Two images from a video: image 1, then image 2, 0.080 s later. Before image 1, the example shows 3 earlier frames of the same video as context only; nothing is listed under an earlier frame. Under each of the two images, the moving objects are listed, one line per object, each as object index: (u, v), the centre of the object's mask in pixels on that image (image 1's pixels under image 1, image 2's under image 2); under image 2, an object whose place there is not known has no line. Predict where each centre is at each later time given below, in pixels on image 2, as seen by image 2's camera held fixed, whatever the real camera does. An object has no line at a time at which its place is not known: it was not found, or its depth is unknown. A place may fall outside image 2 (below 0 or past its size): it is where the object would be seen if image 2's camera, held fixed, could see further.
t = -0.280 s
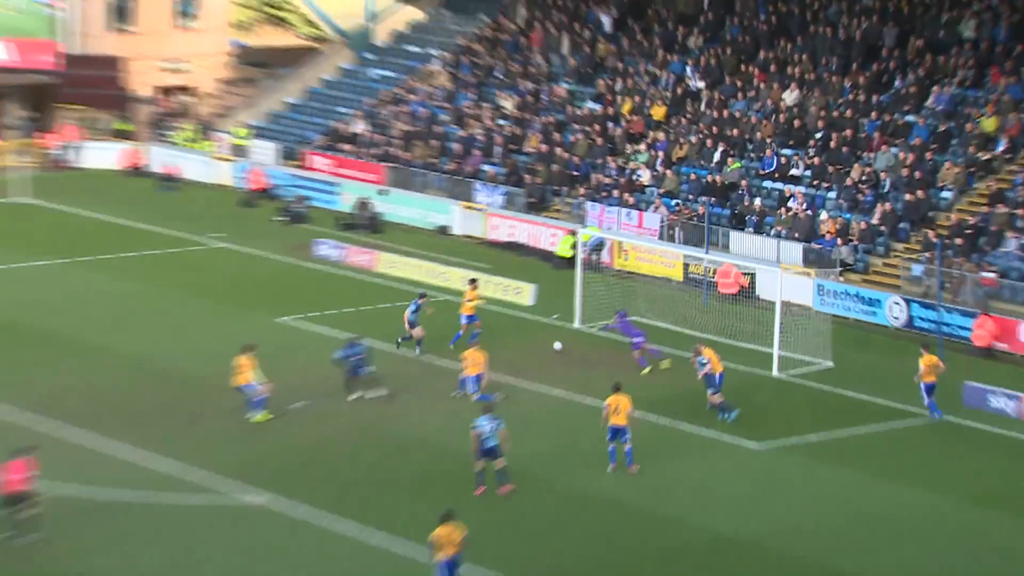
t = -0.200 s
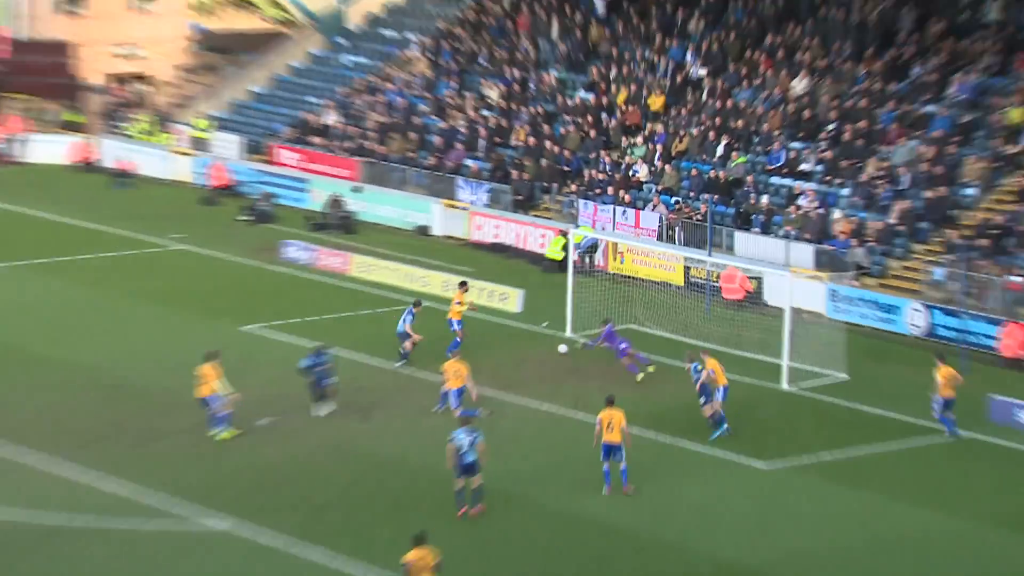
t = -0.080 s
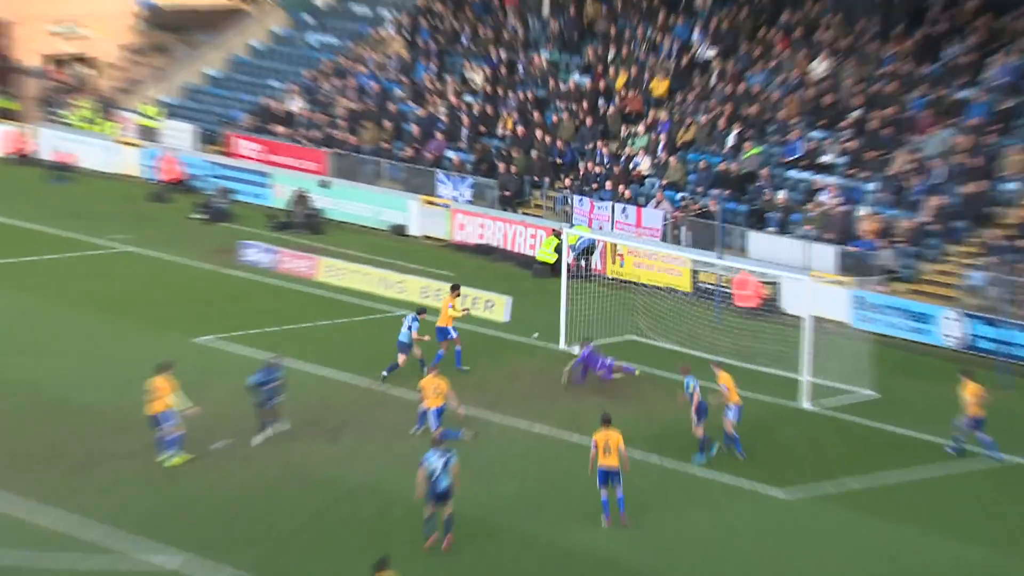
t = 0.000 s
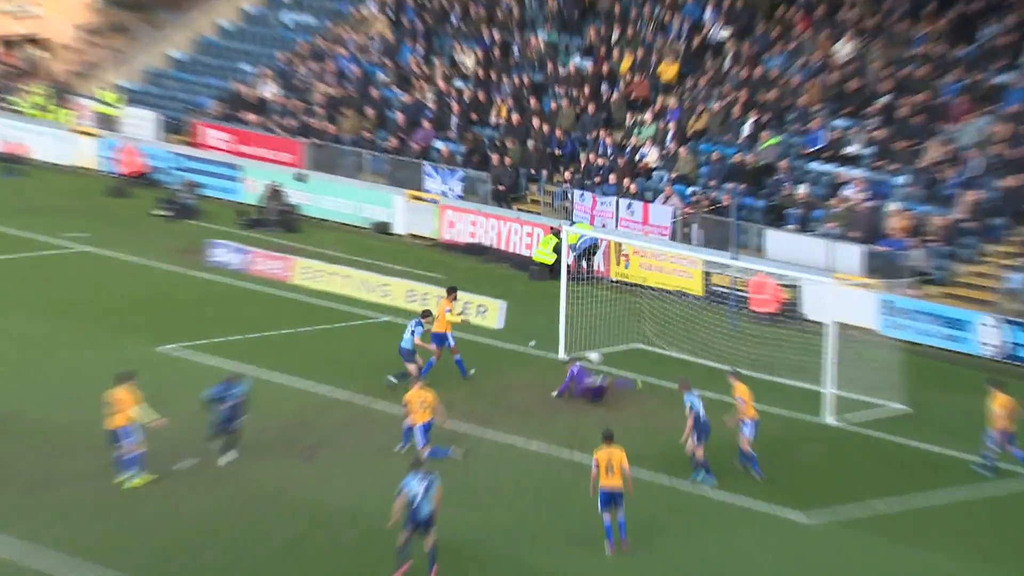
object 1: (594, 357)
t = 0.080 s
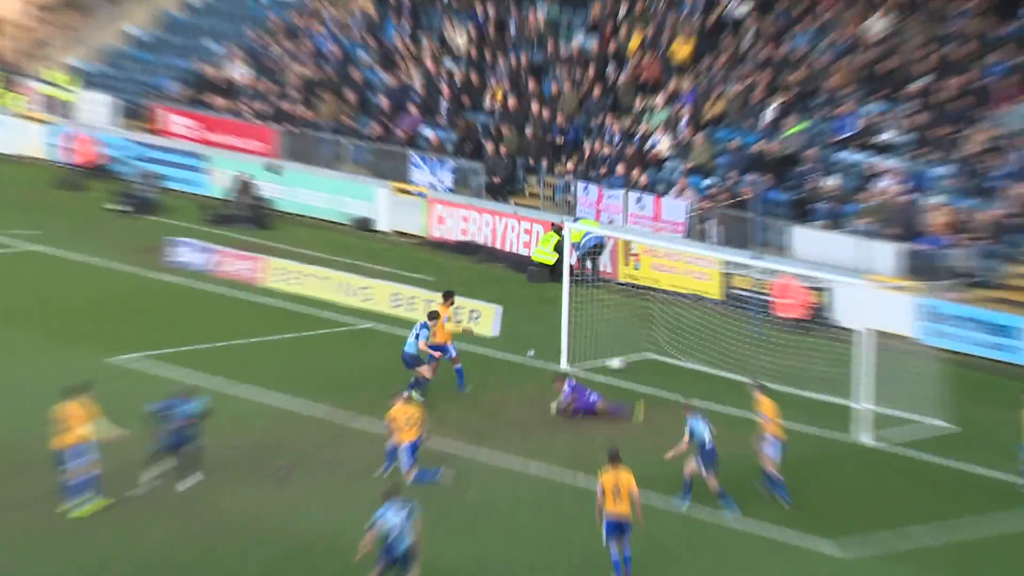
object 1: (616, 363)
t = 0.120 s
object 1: (624, 356)
